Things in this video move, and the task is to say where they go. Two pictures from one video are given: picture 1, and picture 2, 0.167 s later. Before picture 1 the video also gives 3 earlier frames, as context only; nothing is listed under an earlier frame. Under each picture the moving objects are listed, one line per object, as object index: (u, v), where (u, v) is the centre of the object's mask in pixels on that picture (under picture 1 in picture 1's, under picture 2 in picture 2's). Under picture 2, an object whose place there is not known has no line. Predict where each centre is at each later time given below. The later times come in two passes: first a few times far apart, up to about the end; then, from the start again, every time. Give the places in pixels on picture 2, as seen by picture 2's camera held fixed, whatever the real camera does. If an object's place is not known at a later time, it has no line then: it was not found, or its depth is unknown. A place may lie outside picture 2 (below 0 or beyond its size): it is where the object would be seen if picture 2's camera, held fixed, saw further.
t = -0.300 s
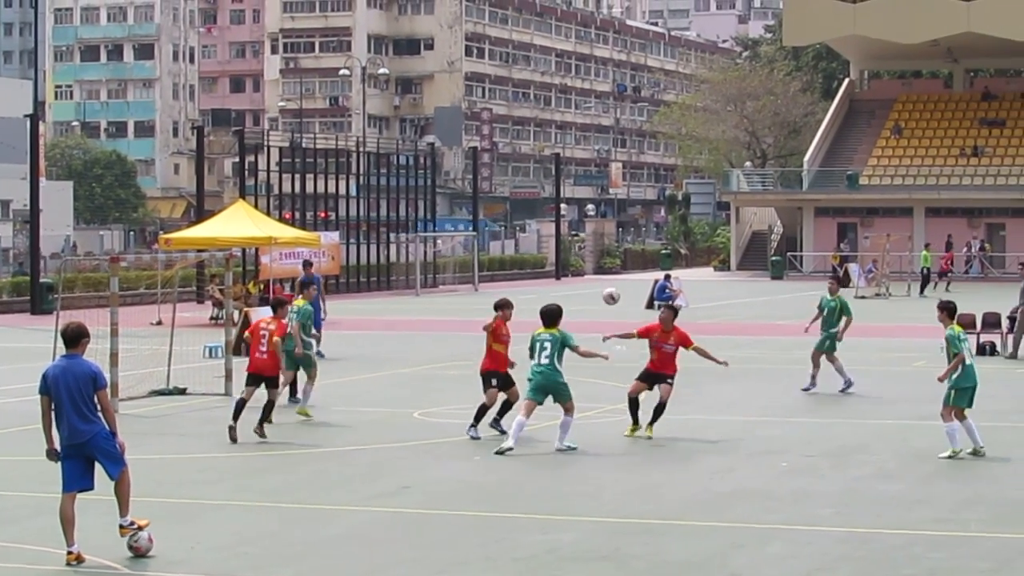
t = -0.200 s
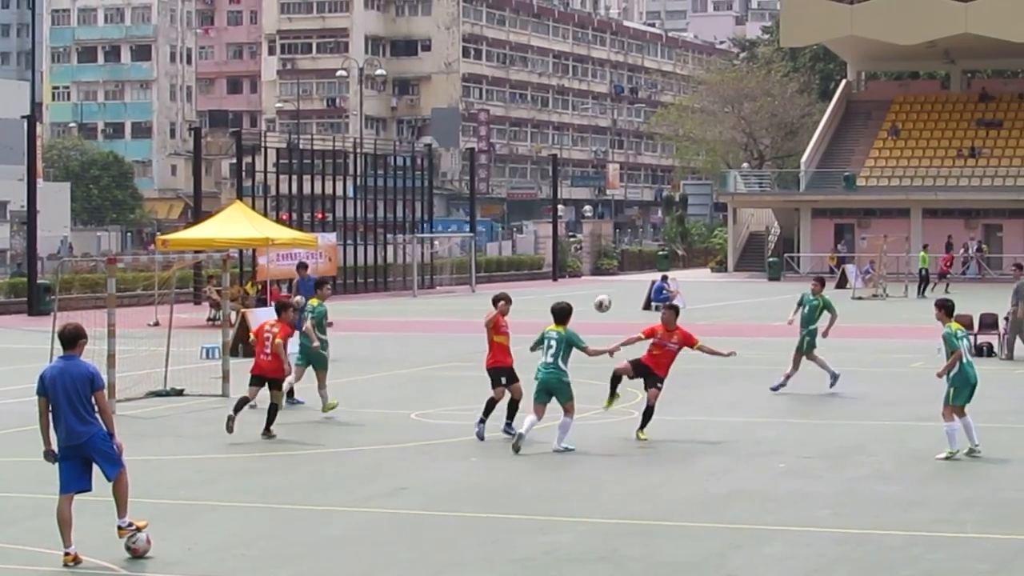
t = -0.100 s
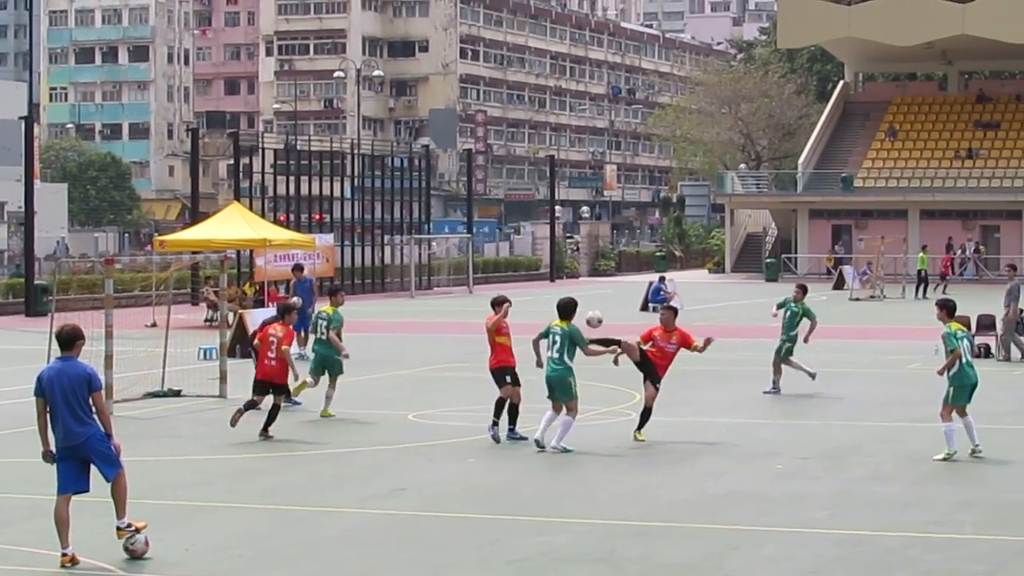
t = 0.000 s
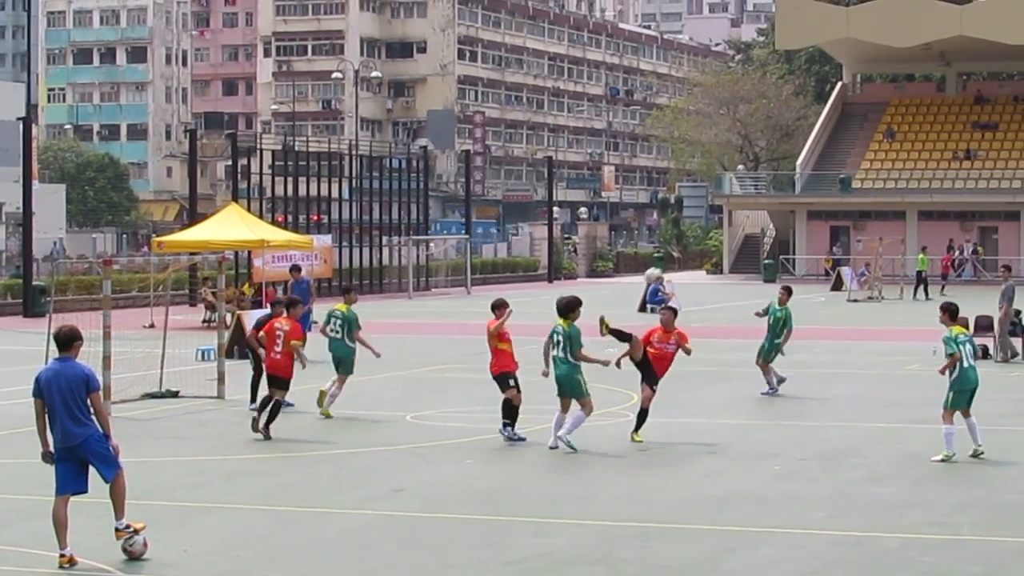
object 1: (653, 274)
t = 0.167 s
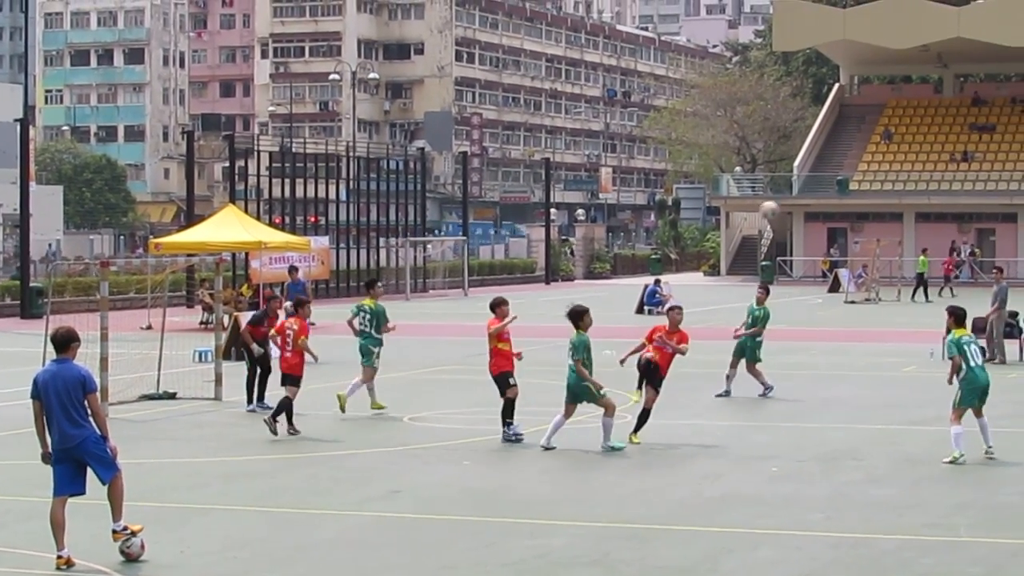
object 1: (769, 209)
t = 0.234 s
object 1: (816, 188)
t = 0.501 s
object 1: (1008, 146)
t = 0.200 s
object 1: (792, 196)
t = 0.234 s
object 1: (816, 188)
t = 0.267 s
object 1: (840, 181)
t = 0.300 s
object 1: (863, 172)
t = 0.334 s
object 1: (889, 165)
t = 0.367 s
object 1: (912, 160)
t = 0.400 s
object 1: (935, 155)
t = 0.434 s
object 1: (959, 153)
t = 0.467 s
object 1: (983, 148)
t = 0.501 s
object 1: (1008, 146)
